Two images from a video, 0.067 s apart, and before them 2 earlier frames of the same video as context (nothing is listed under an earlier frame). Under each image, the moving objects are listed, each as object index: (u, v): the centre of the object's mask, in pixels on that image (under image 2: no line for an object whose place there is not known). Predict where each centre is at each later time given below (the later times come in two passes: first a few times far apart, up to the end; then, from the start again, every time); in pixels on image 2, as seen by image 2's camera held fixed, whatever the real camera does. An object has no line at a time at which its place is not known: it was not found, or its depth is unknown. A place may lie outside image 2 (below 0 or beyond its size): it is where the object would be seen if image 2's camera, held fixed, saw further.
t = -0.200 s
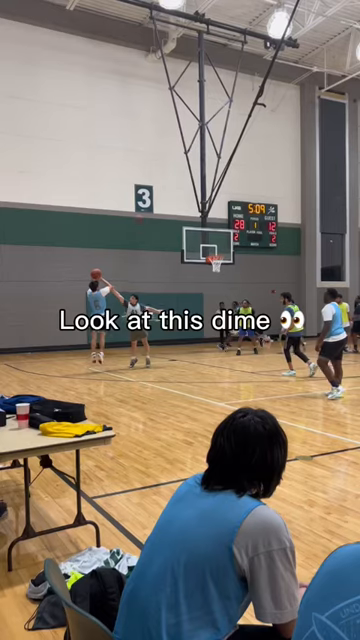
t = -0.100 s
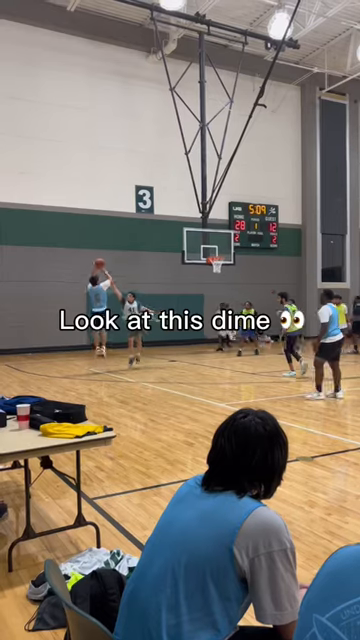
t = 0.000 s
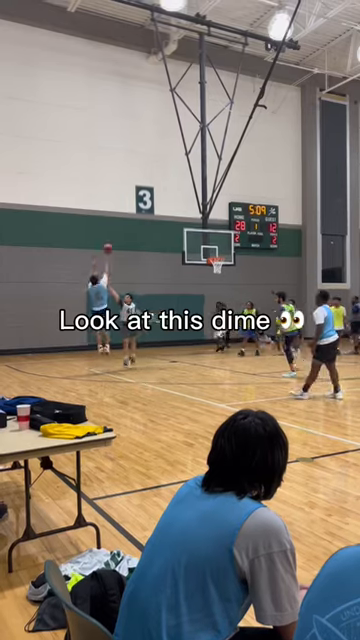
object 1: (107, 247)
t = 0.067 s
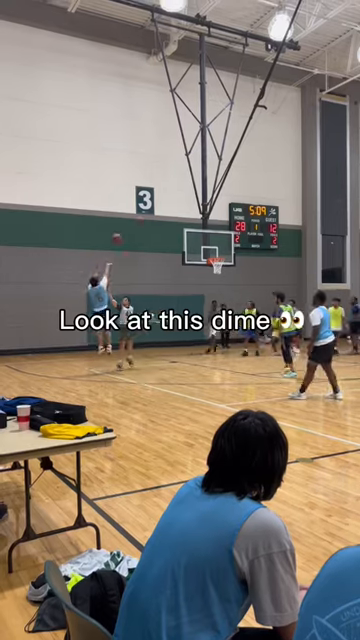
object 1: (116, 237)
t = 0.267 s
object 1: (143, 217)
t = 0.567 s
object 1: (177, 219)
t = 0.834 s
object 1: (203, 243)
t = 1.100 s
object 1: (197, 235)
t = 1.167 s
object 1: (191, 231)
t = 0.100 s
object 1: (122, 232)
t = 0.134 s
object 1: (125, 228)
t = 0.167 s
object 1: (130, 224)
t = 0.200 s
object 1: (135, 222)
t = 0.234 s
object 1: (139, 219)
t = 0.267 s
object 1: (143, 217)
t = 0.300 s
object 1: (146, 216)
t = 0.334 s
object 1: (151, 216)
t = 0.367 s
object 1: (155, 215)
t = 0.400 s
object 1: (159, 215)
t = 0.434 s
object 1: (163, 215)
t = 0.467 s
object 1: (166, 215)
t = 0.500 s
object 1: (169, 216)
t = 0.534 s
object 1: (173, 217)
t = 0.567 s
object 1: (177, 219)
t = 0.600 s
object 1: (179, 220)
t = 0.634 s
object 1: (183, 222)
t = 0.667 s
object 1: (187, 225)
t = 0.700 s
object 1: (190, 228)
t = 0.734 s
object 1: (192, 231)
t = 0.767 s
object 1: (196, 235)
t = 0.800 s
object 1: (199, 239)
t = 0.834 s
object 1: (203, 243)
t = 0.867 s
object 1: (205, 247)
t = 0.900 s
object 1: (209, 252)
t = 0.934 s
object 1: (209, 252)
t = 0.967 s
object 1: (205, 248)
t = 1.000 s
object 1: (204, 244)
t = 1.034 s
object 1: (201, 241)
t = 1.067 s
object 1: (199, 238)
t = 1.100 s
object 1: (197, 235)
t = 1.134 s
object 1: (194, 233)
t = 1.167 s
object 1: (191, 231)
